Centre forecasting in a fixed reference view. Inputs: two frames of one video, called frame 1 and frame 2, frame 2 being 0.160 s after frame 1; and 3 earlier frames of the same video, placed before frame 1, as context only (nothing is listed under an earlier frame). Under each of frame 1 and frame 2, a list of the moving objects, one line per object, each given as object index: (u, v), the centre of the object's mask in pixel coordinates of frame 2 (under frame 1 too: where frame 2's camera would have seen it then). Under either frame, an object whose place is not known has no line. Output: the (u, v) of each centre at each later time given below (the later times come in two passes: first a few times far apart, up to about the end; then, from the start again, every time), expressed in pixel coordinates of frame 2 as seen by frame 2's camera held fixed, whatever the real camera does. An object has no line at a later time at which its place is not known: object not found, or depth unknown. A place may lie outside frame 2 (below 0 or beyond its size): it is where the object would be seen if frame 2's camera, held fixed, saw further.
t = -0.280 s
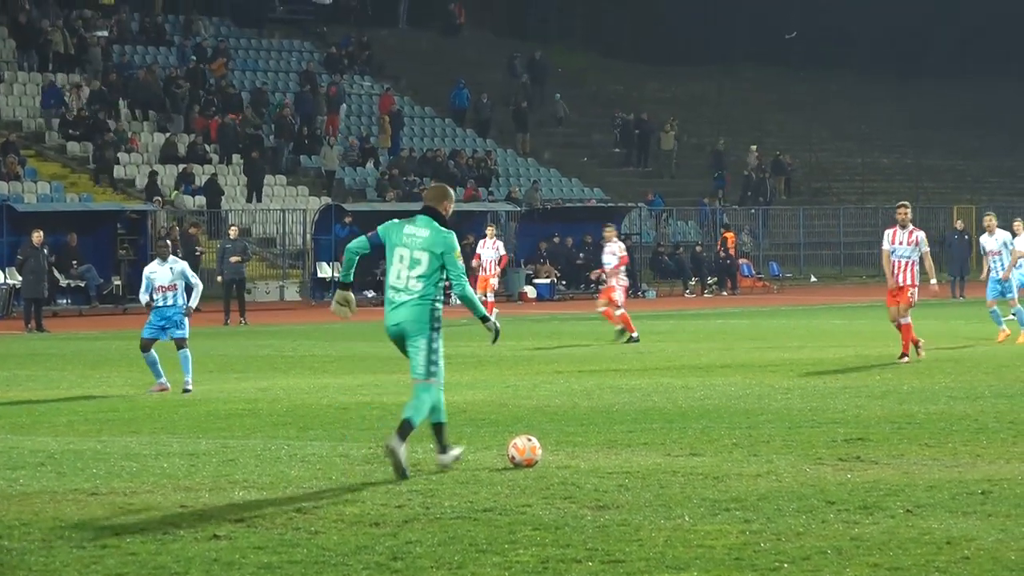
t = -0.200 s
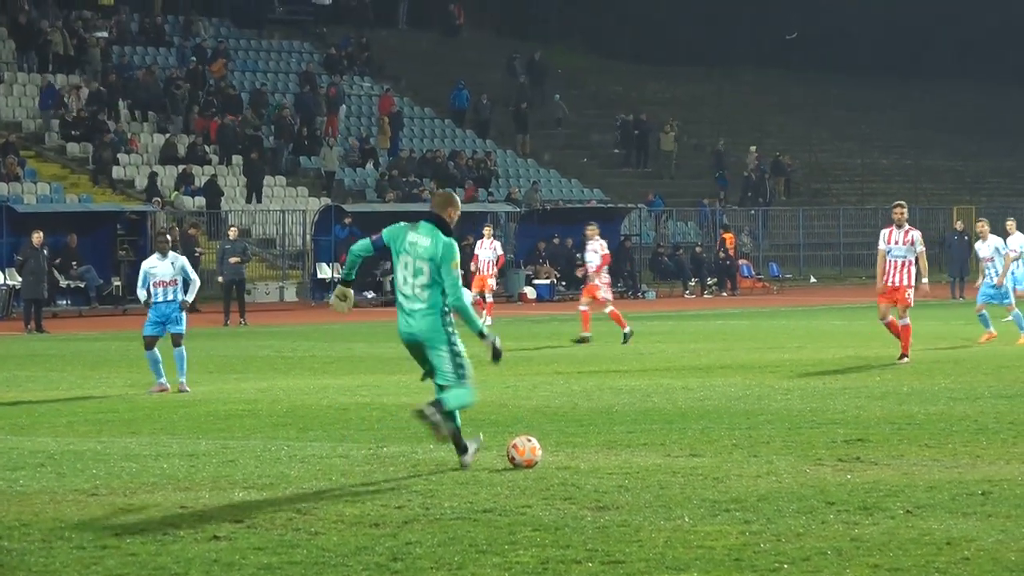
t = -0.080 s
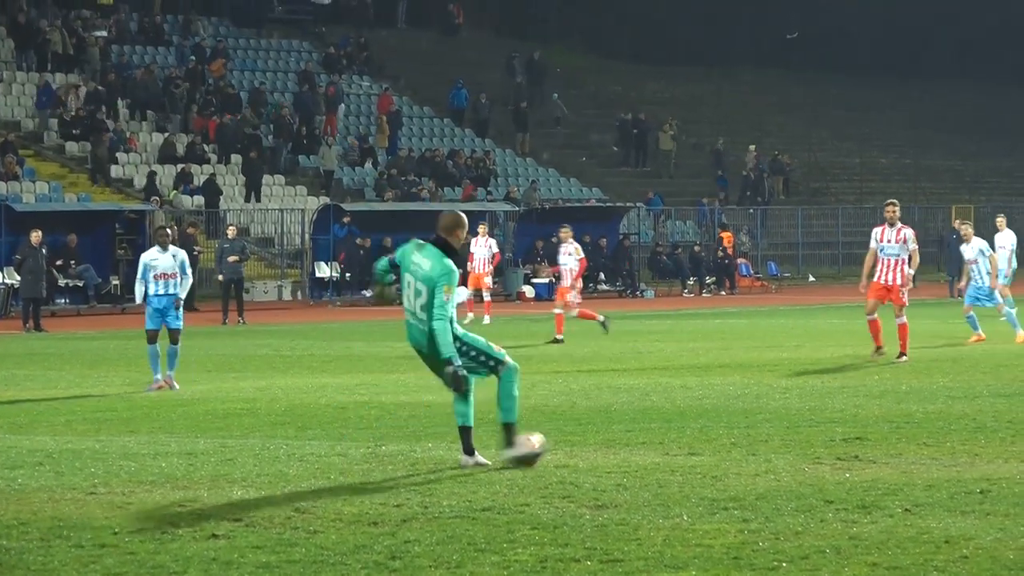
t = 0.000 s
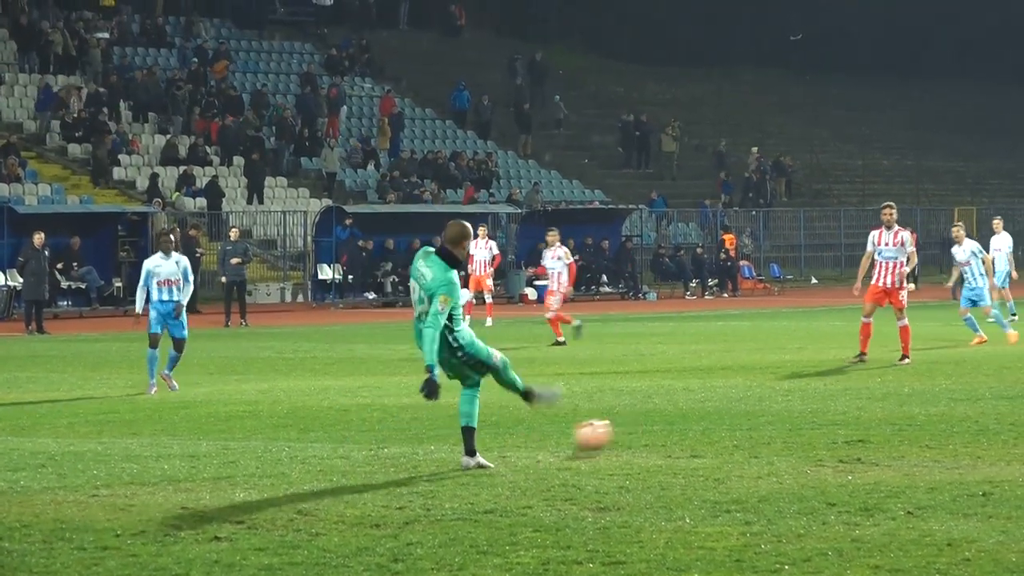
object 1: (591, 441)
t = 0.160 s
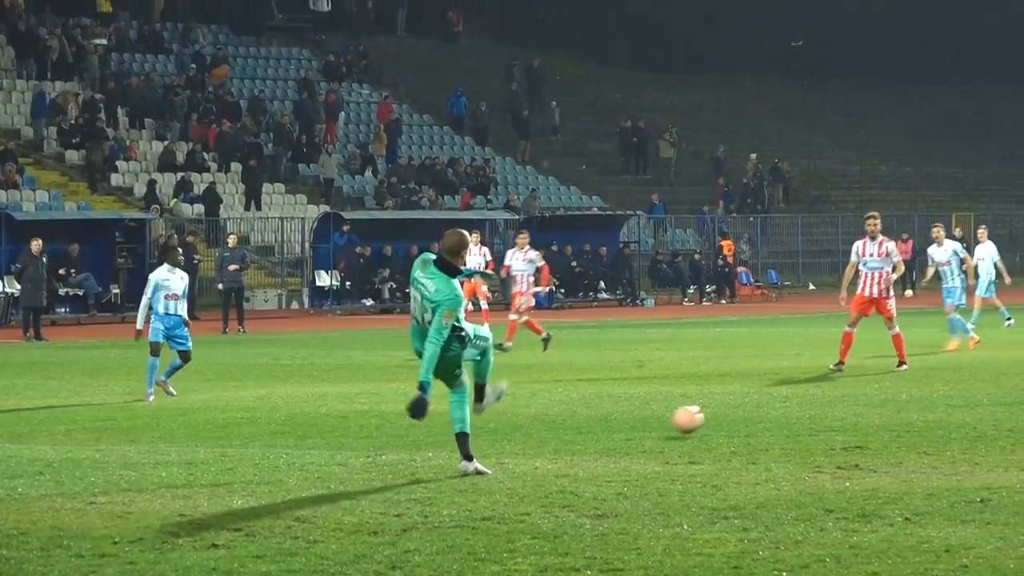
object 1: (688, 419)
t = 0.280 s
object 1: (734, 412)
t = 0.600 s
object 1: (807, 387)
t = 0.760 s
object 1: (824, 379)
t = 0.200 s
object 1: (705, 415)
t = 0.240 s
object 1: (721, 414)
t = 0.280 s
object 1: (734, 412)
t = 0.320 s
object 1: (747, 405)
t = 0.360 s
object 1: (759, 401)
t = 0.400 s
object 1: (769, 399)
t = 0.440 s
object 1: (779, 399)
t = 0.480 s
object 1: (787, 393)
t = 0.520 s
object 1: (794, 389)
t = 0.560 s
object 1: (801, 386)
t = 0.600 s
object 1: (807, 387)
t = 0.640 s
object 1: (812, 387)
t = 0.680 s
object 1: (817, 383)
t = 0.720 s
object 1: (821, 380)
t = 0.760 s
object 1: (824, 379)
